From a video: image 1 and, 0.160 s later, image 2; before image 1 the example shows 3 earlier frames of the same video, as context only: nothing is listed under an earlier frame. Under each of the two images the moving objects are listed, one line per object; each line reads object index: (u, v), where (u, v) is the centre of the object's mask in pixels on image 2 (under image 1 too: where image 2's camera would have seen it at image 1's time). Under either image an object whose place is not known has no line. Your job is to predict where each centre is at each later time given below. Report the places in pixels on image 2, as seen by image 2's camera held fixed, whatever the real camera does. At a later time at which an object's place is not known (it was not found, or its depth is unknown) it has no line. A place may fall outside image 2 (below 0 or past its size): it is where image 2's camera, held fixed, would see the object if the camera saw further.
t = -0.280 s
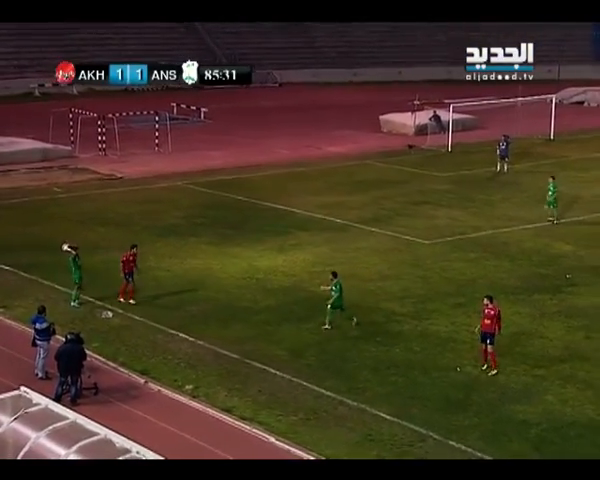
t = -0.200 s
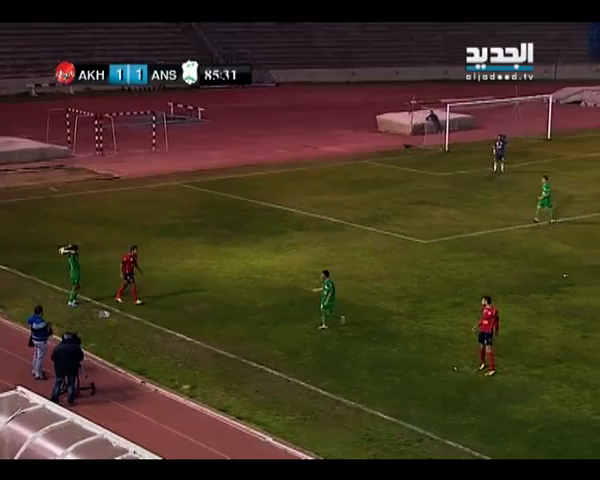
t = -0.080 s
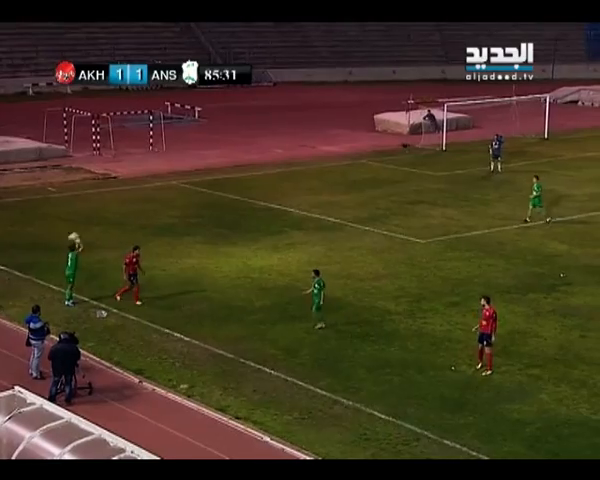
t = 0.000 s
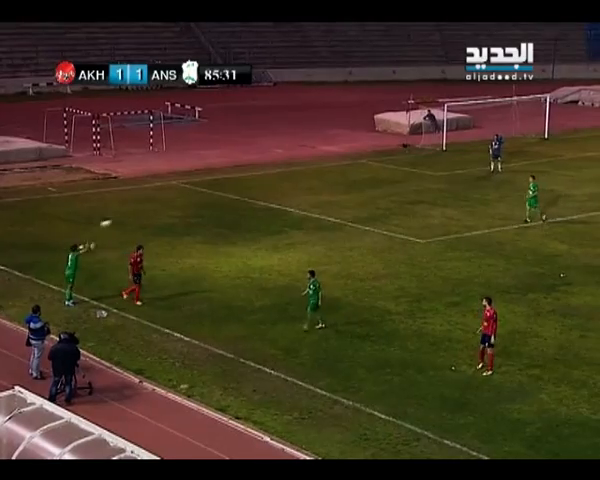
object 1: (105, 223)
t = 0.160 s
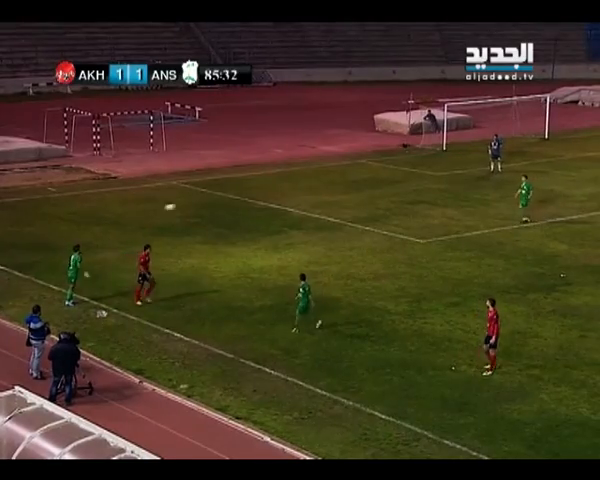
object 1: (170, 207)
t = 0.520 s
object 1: (297, 204)
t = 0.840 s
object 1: (393, 234)
